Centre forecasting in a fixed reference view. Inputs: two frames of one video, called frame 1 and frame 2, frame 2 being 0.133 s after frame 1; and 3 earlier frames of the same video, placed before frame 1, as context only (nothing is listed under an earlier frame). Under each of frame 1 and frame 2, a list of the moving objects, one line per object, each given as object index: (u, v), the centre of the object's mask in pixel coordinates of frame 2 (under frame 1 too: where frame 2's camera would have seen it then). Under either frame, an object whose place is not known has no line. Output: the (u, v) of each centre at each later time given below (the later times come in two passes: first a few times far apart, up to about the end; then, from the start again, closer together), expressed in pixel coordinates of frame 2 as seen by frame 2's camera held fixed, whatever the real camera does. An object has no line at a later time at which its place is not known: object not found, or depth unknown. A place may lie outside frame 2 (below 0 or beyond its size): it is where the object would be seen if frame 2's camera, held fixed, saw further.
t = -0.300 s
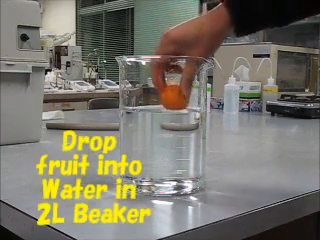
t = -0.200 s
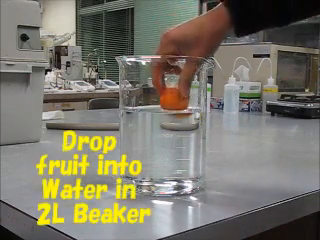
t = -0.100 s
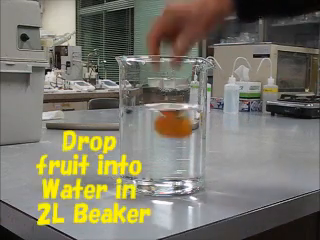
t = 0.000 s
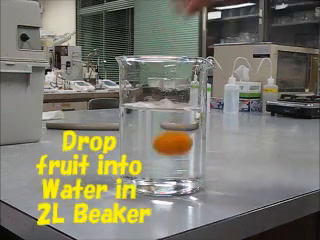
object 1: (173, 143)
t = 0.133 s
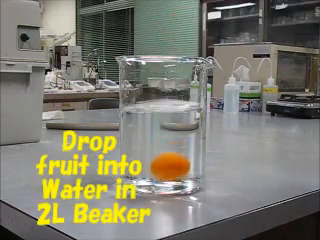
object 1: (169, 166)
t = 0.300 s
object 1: (169, 164)
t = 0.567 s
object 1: (169, 160)
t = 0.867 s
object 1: (170, 164)
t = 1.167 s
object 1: (171, 172)
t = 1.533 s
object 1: (176, 176)
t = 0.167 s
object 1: (169, 170)
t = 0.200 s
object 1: (169, 169)
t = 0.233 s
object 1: (169, 168)
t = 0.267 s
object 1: (169, 166)
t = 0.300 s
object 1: (169, 164)
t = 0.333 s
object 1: (169, 164)
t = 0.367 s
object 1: (169, 163)
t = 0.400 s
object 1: (168, 162)
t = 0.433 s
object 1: (169, 161)
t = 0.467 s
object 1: (169, 161)
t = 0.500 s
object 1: (169, 161)
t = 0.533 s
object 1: (169, 161)
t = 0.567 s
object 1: (169, 160)
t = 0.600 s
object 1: (170, 160)
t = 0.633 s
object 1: (170, 160)
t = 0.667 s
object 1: (170, 161)
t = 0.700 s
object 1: (170, 161)
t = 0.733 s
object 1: (170, 162)
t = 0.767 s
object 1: (170, 162)
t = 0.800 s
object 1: (170, 163)
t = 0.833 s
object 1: (170, 163)
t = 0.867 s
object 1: (170, 164)
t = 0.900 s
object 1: (170, 165)
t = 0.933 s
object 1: (170, 167)
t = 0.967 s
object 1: (170, 168)
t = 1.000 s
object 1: (170, 169)
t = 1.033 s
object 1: (170, 171)
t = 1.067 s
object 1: (170, 172)
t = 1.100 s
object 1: (170, 172)
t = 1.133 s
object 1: (170, 172)
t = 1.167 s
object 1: (171, 172)
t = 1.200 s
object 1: (171, 171)
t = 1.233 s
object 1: (173, 171)
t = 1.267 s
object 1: (173, 172)
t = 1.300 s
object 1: (174, 172)
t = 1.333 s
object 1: (174, 172)
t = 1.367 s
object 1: (174, 173)
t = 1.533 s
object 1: (176, 176)
